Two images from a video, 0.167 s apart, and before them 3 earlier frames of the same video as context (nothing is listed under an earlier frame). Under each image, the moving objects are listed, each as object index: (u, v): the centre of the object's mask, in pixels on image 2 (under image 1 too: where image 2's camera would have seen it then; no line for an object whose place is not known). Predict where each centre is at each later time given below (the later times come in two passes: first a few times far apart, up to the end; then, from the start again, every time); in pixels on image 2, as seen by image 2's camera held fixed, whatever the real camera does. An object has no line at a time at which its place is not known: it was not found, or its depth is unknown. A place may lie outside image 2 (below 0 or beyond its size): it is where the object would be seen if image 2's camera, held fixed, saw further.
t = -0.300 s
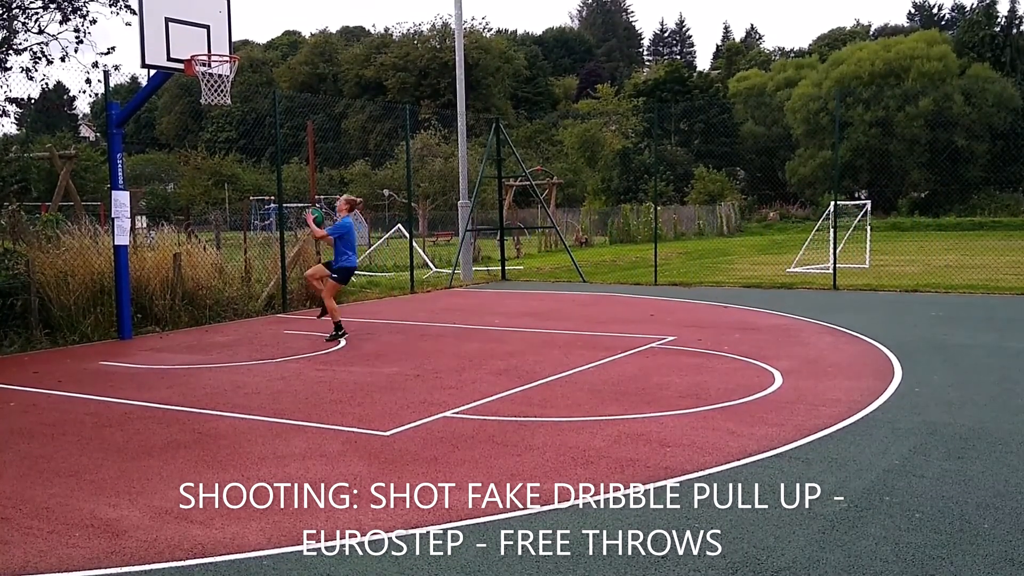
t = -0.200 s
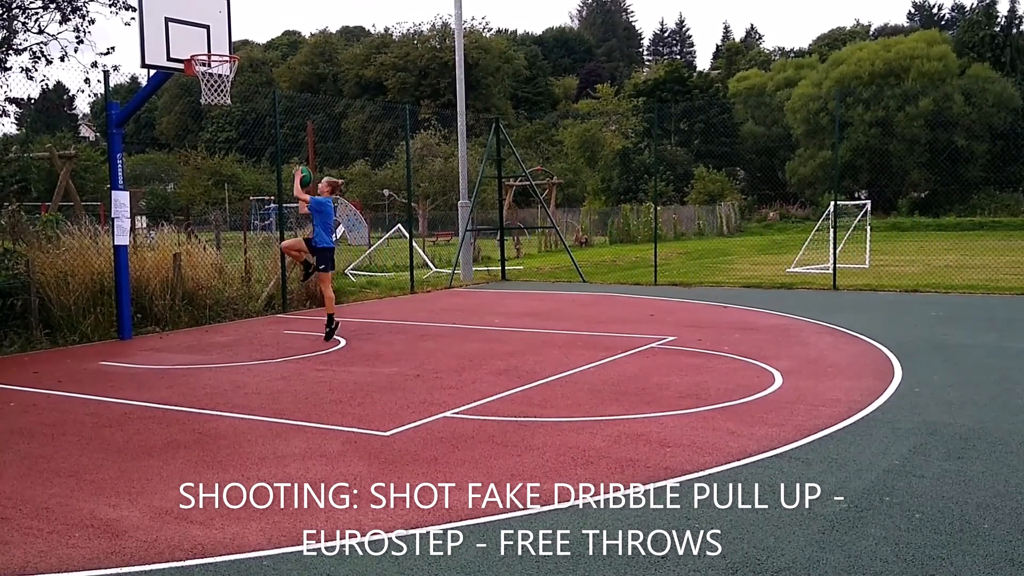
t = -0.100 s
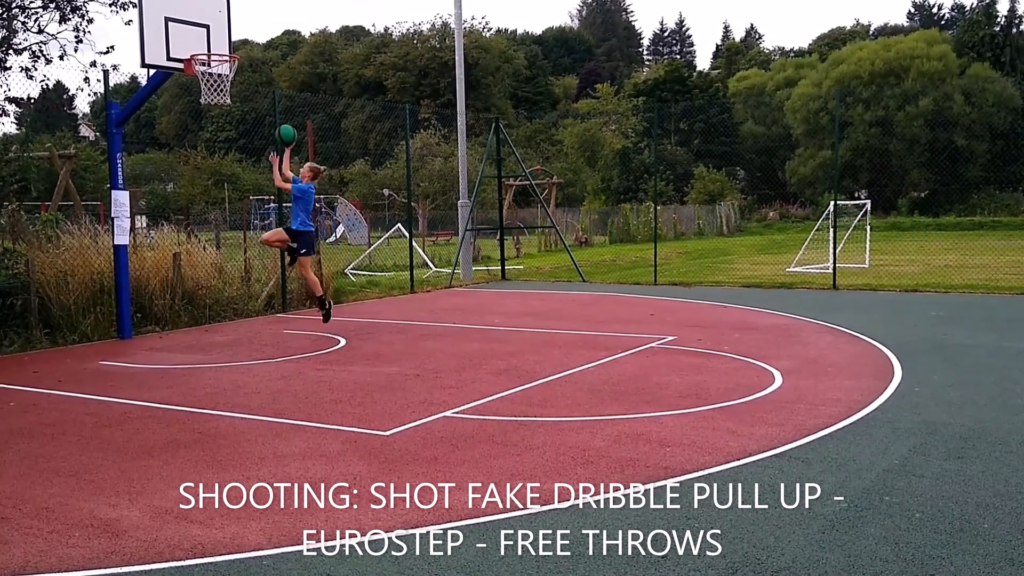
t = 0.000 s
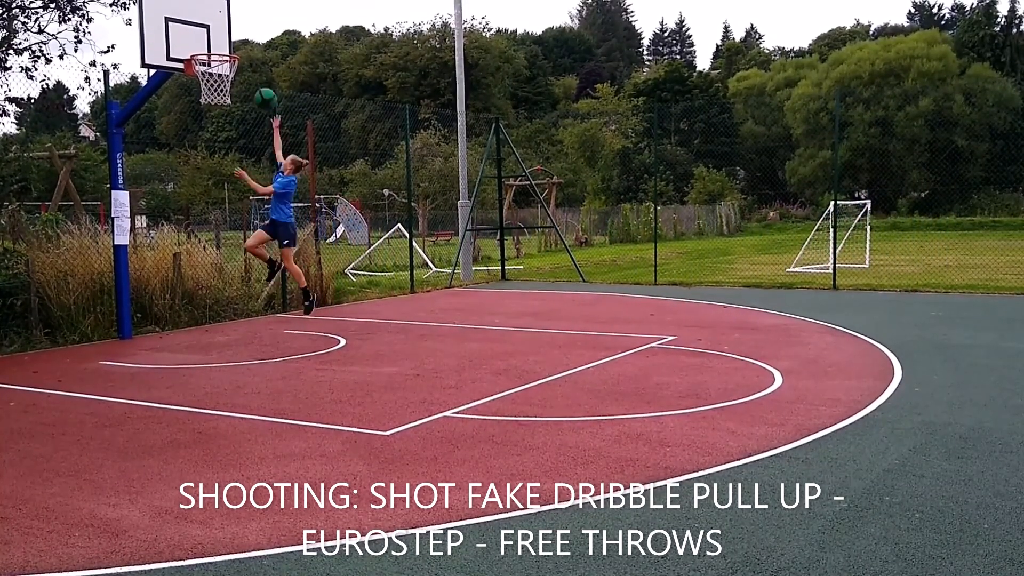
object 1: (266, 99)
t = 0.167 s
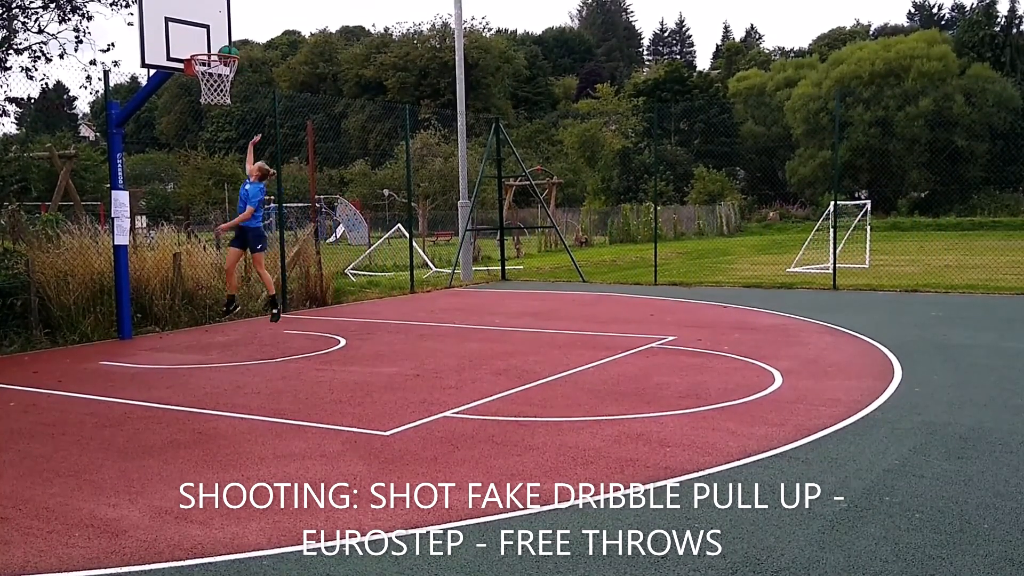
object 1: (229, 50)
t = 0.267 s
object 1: (218, 43)
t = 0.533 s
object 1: (223, 48)
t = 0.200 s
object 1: (221, 47)
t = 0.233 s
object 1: (217, 45)
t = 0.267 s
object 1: (218, 43)
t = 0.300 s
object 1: (220, 42)
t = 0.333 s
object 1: (221, 41)
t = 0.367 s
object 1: (222, 41)
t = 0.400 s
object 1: (224, 42)
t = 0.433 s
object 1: (226, 44)
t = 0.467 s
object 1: (227, 46)
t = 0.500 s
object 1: (228, 48)
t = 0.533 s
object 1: (223, 48)
